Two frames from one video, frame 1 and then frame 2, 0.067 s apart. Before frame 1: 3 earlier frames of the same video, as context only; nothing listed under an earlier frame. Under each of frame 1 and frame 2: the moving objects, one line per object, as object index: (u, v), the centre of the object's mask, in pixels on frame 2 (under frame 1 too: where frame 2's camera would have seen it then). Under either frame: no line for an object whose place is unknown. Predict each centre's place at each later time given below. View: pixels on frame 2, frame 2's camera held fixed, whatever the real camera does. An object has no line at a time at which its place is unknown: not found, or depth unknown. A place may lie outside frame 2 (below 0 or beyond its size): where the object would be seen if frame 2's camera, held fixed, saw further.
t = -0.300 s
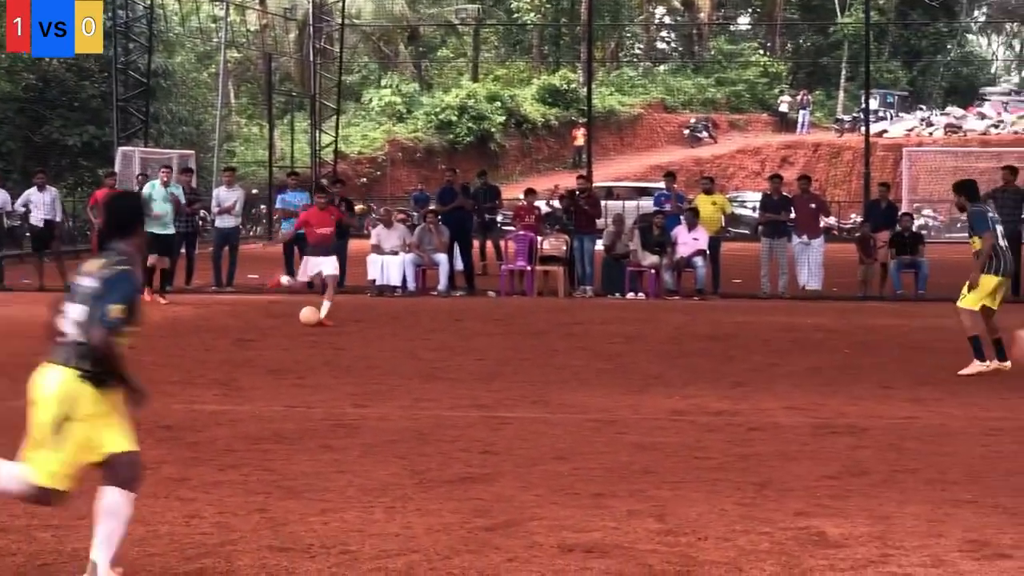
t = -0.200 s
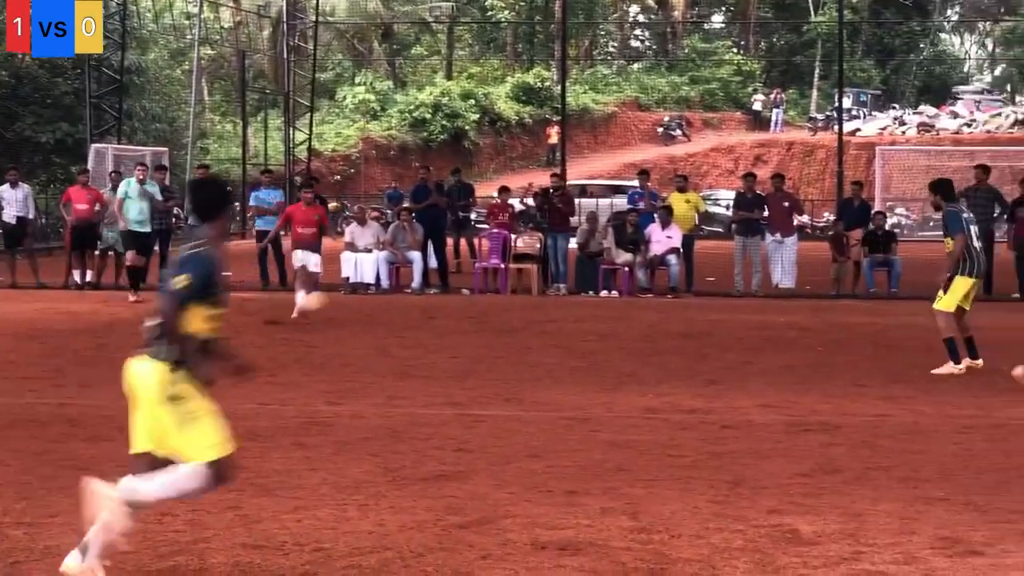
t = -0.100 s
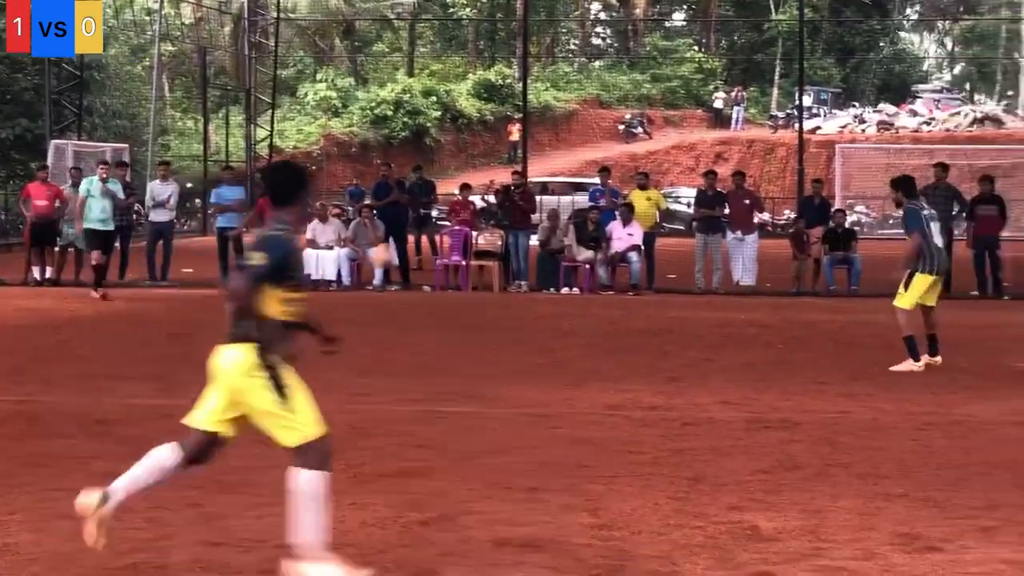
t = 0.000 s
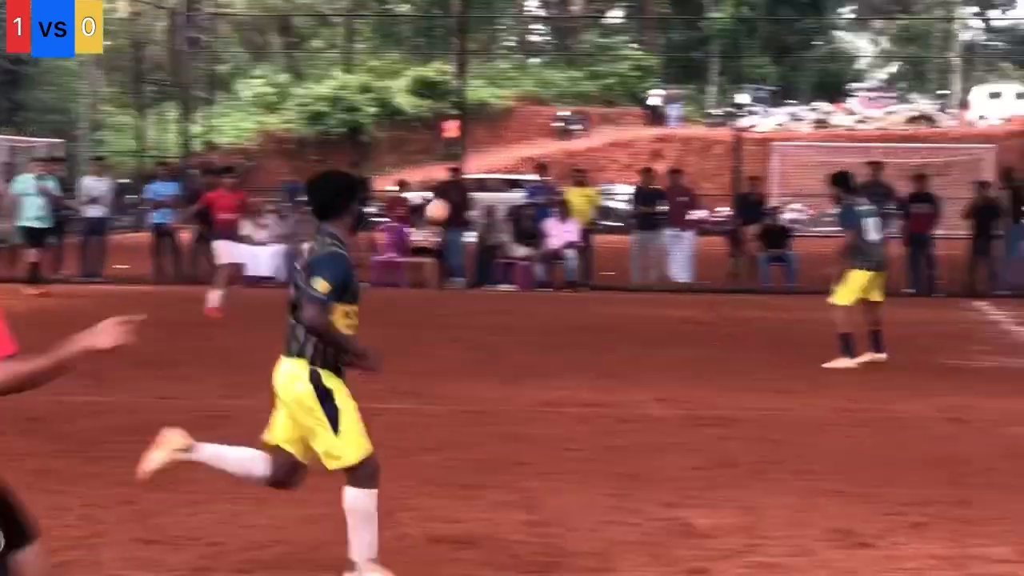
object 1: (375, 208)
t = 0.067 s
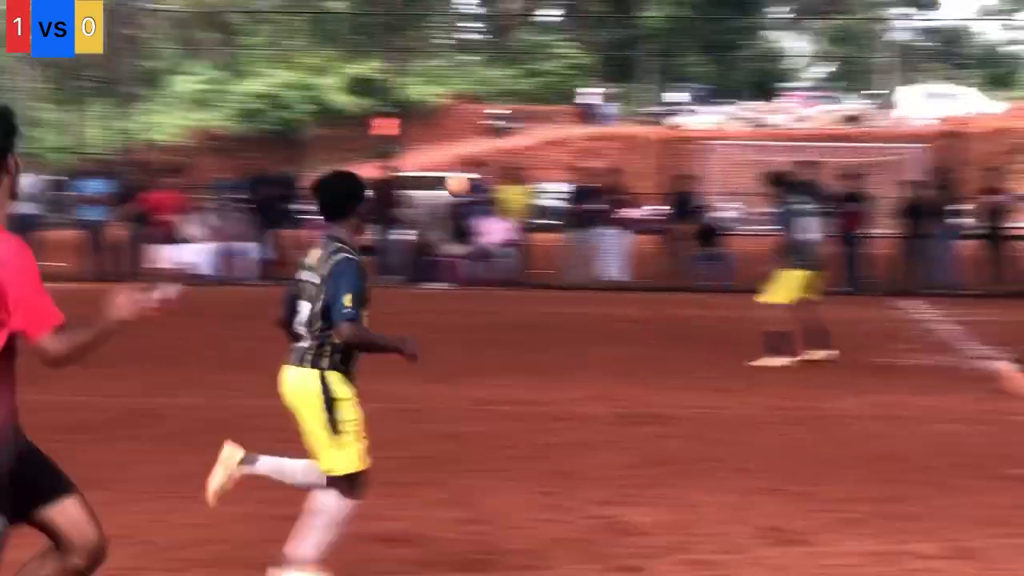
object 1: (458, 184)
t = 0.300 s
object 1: (805, 112)
